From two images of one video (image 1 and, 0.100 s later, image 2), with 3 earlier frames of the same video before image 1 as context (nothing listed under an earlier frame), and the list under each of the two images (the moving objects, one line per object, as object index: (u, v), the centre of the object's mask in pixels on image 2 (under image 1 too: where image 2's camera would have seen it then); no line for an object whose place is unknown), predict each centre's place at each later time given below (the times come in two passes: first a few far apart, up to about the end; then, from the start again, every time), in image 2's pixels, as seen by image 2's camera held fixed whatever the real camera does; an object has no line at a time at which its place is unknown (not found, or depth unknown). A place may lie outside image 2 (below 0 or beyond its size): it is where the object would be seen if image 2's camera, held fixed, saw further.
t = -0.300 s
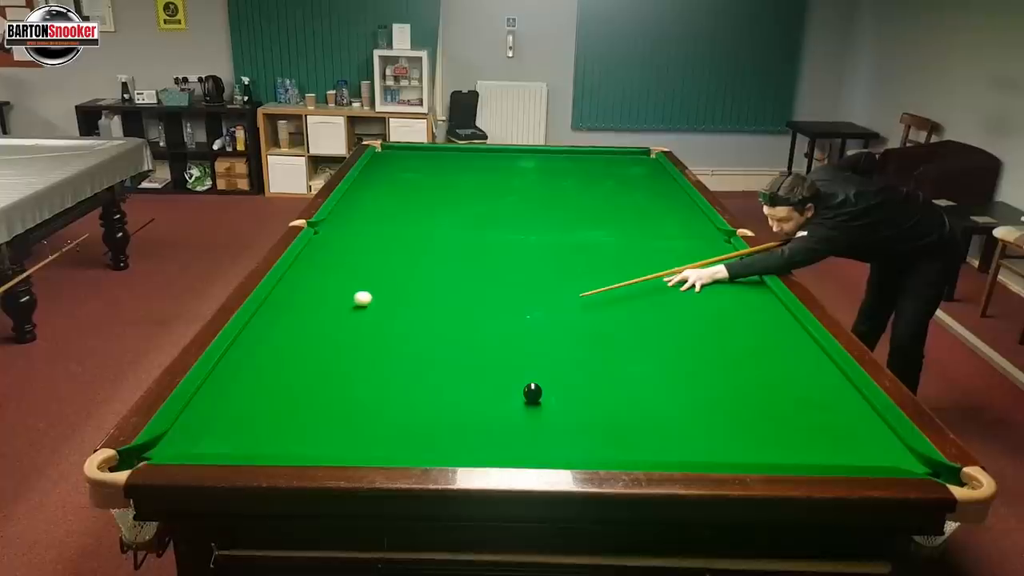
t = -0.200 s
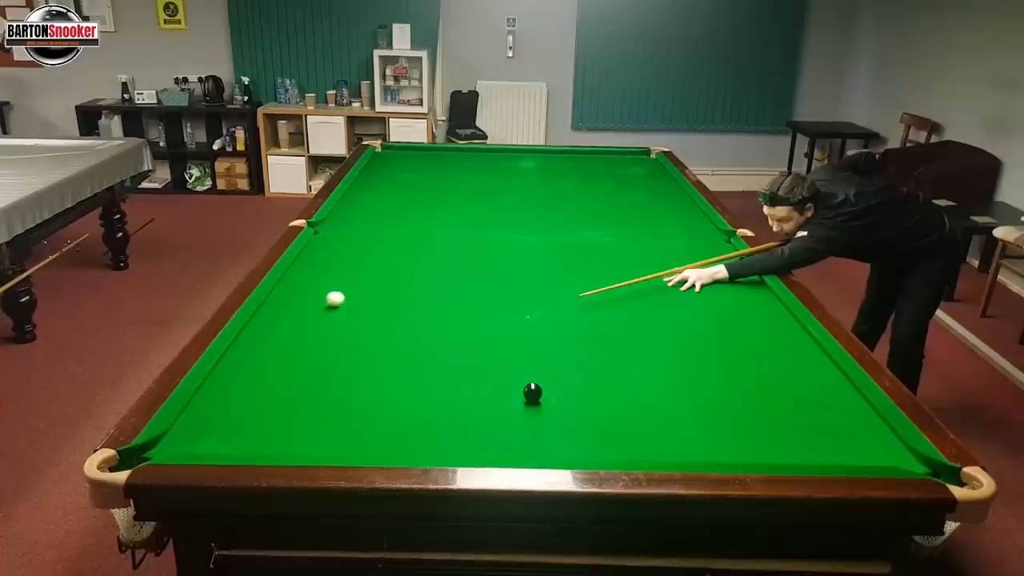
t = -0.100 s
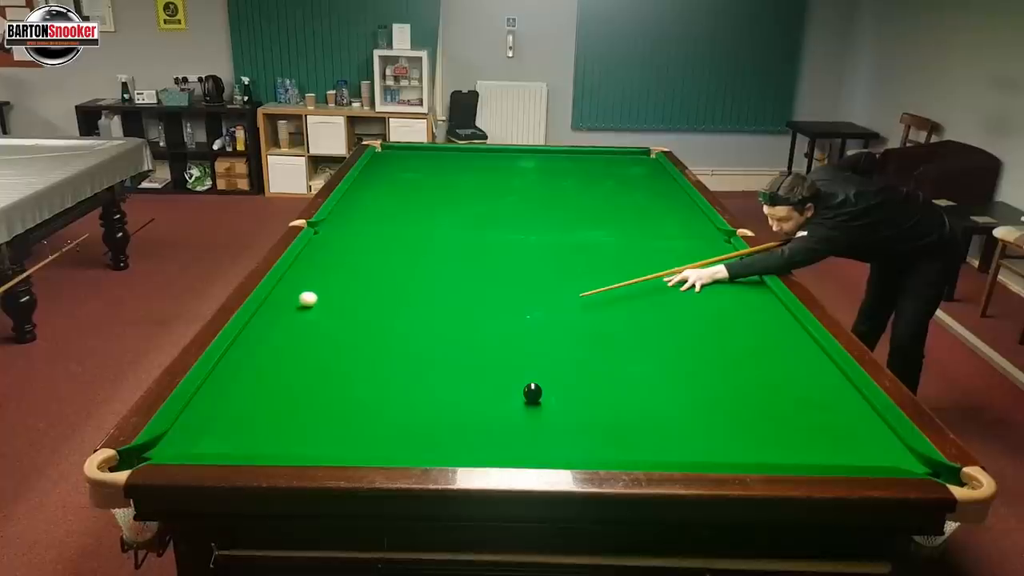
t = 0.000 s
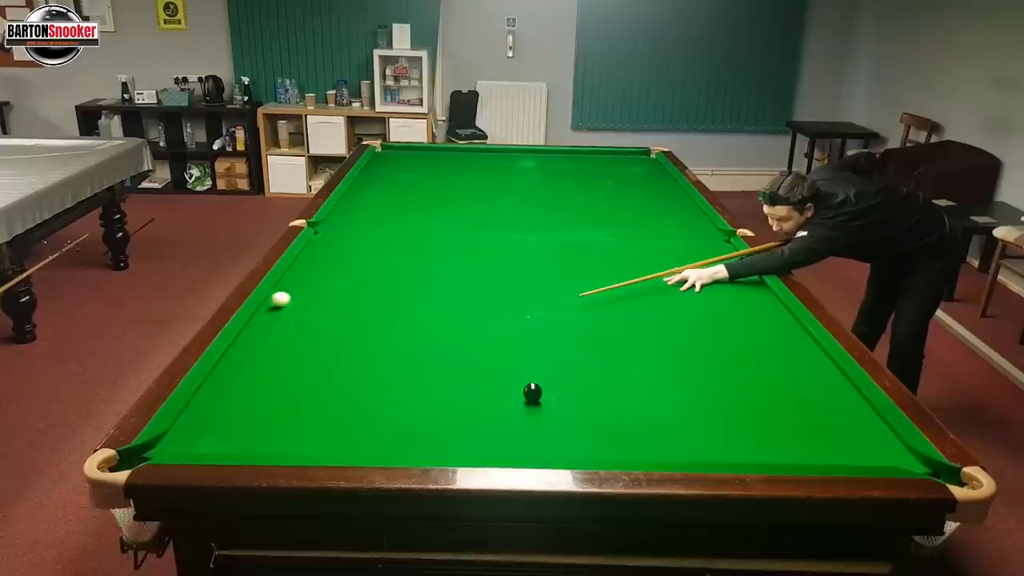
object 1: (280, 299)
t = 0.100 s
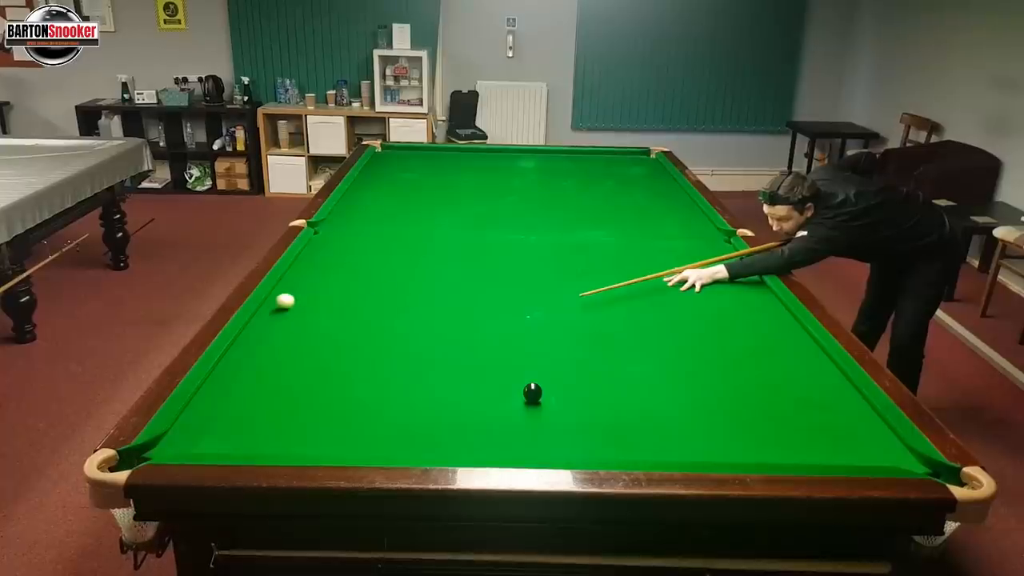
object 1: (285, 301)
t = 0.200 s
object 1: (301, 303)
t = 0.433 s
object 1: (333, 308)
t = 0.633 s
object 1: (361, 313)
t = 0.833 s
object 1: (387, 316)
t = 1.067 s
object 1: (418, 321)
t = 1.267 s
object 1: (443, 325)
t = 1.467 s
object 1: (468, 328)
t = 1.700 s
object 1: (496, 333)
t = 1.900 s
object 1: (519, 336)
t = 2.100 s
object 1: (542, 339)
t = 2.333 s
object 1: (567, 343)
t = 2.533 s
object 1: (588, 345)
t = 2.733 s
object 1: (607, 348)
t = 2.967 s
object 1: (629, 351)
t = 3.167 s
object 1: (647, 353)
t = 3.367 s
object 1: (663, 356)
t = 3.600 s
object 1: (681, 358)
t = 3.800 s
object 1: (694, 360)
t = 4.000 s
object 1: (707, 362)
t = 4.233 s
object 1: (720, 363)
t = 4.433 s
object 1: (730, 365)
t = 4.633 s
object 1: (738, 366)
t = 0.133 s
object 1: (291, 302)
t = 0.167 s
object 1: (296, 303)
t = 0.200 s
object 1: (301, 303)
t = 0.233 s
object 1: (305, 304)
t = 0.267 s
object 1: (310, 305)
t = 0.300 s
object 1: (315, 306)
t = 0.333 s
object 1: (319, 306)
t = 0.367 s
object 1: (324, 307)
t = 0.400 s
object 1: (329, 308)
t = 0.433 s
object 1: (333, 308)
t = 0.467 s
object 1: (338, 309)
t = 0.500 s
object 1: (342, 310)
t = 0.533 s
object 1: (347, 311)
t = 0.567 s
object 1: (352, 311)
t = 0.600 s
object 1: (356, 312)
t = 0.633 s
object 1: (361, 313)
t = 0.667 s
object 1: (365, 313)
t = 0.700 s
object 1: (370, 314)
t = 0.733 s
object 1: (374, 314)
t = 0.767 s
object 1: (379, 315)
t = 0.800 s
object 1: (383, 316)
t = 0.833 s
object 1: (387, 316)
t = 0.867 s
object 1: (392, 317)
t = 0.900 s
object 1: (396, 318)
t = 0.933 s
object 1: (401, 319)
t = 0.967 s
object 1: (405, 319)
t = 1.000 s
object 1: (409, 320)
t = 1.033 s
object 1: (414, 320)
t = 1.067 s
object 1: (418, 321)
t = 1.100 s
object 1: (422, 322)
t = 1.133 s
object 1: (427, 322)
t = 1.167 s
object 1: (430, 323)
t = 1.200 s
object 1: (435, 324)
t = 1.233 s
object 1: (439, 324)
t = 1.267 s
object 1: (443, 325)
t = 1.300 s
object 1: (448, 326)
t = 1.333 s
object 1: (452, 326)
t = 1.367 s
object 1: (456, 327)
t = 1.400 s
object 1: (460, 327)
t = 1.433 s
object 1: (464, 328)
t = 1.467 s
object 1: (468, 328)
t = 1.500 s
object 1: (472, 329)
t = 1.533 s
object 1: (476, 330)
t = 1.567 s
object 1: (480, 330)
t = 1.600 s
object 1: (484, 331)
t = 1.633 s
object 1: (488, 332)
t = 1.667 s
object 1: (492, 332)
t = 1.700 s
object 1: (496, 333)
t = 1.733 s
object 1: (500, 333)
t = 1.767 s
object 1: (504, 334)
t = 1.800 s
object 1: (508, 335)
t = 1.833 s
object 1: (511, 335)
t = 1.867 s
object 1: (515, 335)
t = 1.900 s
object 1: (519, 336)
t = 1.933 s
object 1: (523, 336)
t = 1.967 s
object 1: (527, 337)
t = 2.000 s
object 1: (530, 338)
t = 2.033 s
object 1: (534, 338)
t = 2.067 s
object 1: (538, 339)
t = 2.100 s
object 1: (542, 339)
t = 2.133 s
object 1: (546, 340)
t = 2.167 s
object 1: (549, 341)
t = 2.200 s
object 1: (553, 341)
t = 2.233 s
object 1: (557, 341)
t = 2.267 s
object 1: (560, 342)
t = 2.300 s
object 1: (563, 342)
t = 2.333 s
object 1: (567, 343)
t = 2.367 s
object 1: (571, 343)
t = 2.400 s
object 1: (574, 343)
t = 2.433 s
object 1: (577, 344)
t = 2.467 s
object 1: (581, 344)
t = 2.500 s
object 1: (584, 345)
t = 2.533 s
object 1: (588, 345)
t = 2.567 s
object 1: (591, 346)
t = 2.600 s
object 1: (594, 346)
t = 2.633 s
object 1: (597, 347)
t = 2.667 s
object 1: (601, 347)
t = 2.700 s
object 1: (604, 348)
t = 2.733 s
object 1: (607, 348)
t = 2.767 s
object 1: (611, 349)
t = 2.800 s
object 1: (614, 349)
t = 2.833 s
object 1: (617, 349)
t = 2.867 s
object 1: (620, 349)
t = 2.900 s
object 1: (623, 350)
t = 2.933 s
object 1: (626, 350)
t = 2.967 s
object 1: (629, 351)
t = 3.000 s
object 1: (632, 351)
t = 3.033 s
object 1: (635, 352)
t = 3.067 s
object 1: (638, 352)
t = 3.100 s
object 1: (641, 353)
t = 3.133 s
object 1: (644, 353)
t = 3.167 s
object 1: (647, 353)
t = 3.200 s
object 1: (649, 354)
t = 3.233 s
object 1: (652, 354)
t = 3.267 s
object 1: (655, 354)
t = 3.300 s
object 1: (658, 355)
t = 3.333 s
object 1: (660, 355)
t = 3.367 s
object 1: (663, 356)
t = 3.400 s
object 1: (666, 356)
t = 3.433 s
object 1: (668, 356)
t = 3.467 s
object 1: (671, 357)
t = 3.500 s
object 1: (674, 357)
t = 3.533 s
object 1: (676, 357)
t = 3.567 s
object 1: (678, 358)
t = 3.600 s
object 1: (681, 358)
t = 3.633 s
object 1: (683, 358)
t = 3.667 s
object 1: (685, 358)
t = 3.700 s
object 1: (688, 359)
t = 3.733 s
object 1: (690, 359)
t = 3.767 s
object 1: (692, 359)
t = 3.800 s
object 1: (694, 360)
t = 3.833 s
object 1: (697, 360)
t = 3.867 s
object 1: (699, 361)
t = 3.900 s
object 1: (701, 361)
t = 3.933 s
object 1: (703, 361)
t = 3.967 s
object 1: (705, 361)
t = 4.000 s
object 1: (707, 362)
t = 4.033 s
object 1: (709, 362)
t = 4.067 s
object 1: (711, 362)
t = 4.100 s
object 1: (713, 362)
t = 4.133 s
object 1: (714, 363)
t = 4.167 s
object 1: (716, 363)
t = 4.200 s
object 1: (718, 363)
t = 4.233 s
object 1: (720, 363)
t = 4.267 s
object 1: (722, 363)
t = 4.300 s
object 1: (723, 364)
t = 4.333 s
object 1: (725, 364)
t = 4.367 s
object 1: (727, 364)
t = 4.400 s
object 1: (728, 364)
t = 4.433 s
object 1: (730, 365)
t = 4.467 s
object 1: (731, 365)
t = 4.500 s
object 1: (733, 365)
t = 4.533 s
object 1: (734, 365)
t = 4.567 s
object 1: (735, 365)
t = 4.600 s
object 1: (737, 366)
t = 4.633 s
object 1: (738, 366)
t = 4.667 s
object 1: (740, 366)
